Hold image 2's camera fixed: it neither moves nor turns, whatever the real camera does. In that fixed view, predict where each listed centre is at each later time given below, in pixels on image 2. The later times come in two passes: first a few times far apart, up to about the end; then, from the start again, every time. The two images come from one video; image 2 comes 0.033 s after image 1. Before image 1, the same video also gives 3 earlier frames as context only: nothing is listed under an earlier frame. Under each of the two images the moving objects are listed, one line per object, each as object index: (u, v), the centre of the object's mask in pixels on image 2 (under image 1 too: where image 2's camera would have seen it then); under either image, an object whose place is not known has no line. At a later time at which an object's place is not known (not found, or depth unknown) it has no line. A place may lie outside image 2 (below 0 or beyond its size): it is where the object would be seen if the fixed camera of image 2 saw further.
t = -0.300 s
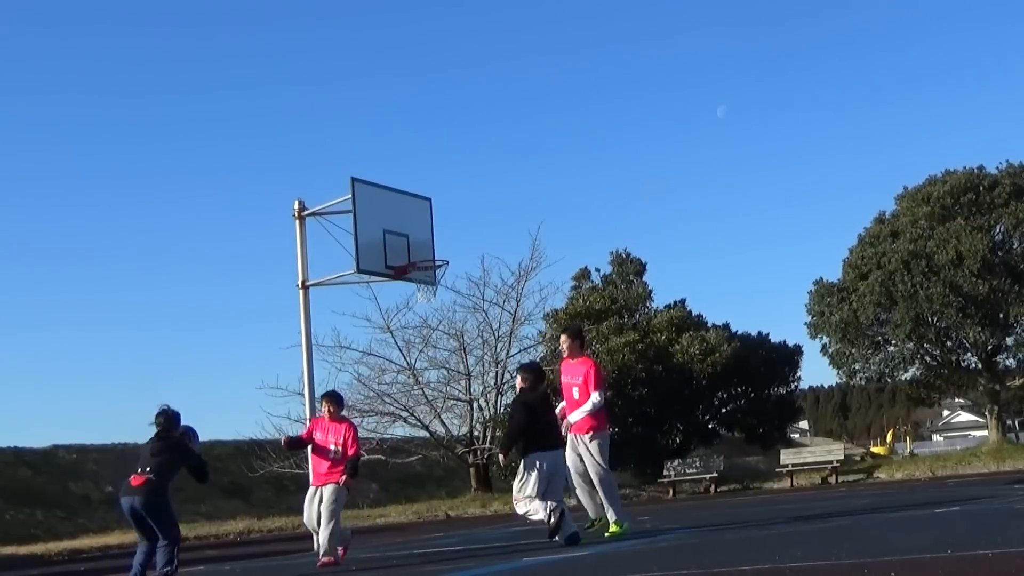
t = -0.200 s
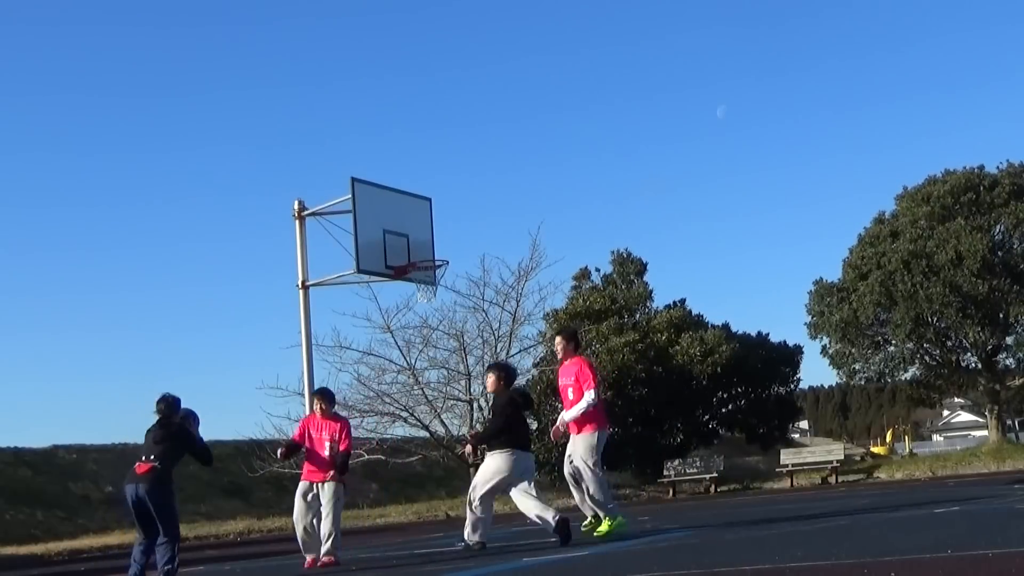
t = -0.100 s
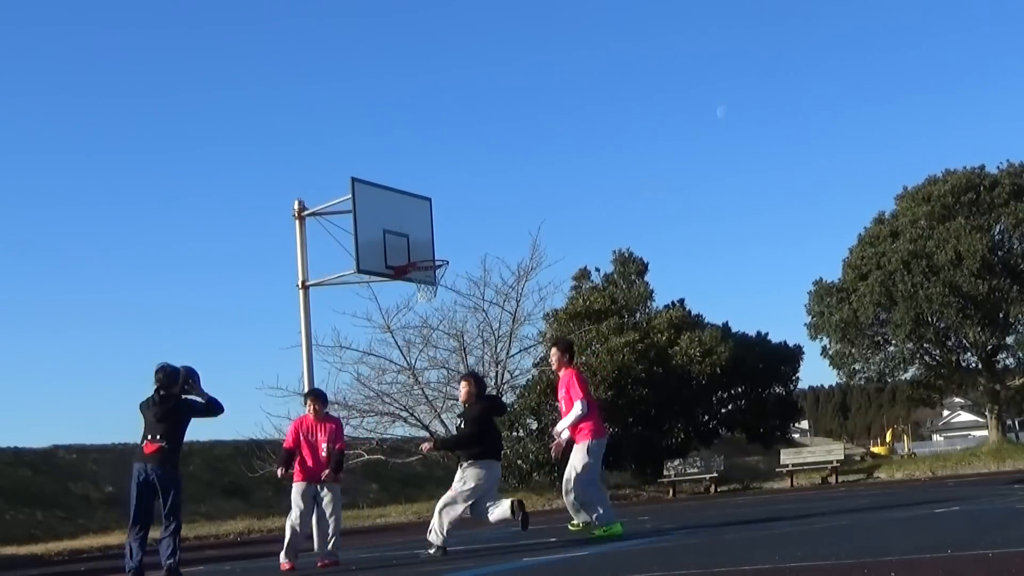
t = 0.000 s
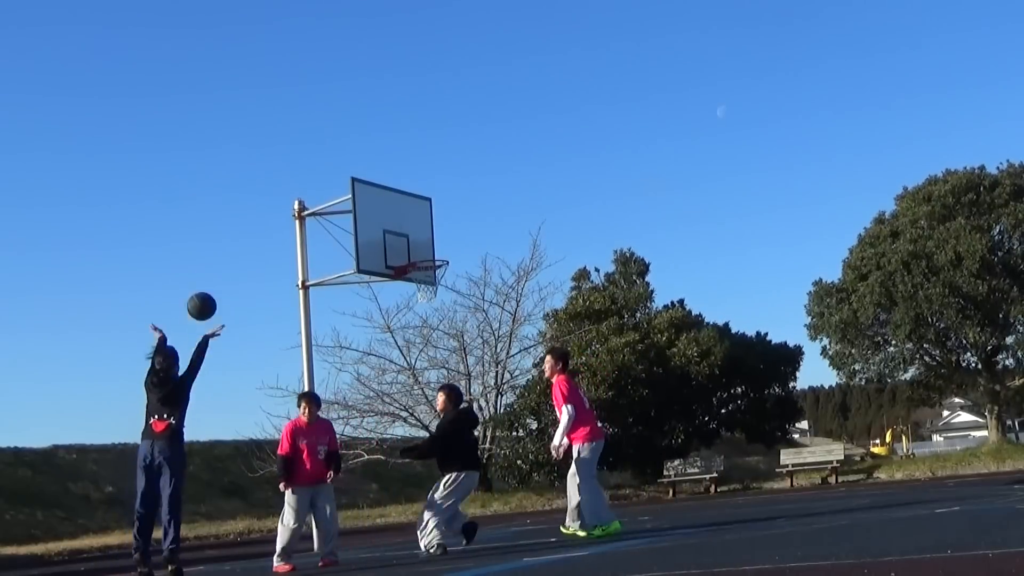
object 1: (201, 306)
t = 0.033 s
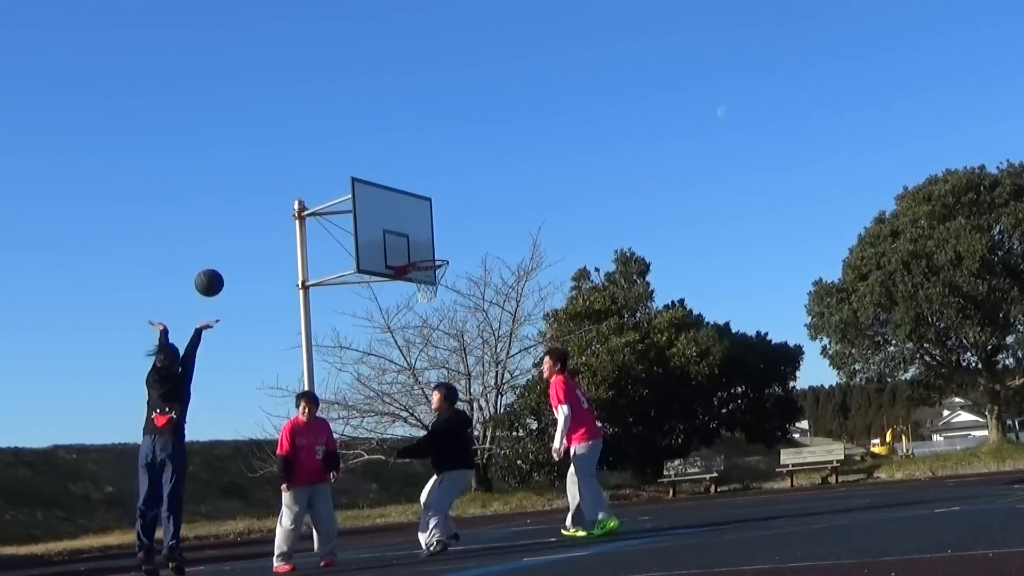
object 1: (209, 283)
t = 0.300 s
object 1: (265, 158)
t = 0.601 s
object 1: (321, 122)
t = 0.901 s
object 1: (372, 172)
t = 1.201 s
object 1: (396, 233)
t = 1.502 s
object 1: (368, 188)
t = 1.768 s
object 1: (367, 217)
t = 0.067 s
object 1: (216, 261)
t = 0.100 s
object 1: (224, 242)
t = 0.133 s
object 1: (231, 224)
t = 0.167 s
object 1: (238, 208)
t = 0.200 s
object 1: (245, 194)
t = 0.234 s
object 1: (251, 180)
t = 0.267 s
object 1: (258, 169)
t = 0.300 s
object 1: (265, 158)
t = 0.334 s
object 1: (271, 149)
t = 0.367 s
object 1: (278, 141)
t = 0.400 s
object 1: (284, 135)
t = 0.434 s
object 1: (290, 130)
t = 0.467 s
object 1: (296, 126)
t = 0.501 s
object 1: (303, 124)
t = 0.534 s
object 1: (309, 122)
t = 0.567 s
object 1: (315, 122)
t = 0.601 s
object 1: (321, 122)
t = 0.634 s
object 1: (327, 124)
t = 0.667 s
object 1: (333, 127)
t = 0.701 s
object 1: (338, 130)
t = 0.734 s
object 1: (344, 135)
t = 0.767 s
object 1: (350, 141)
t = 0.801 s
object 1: (355, 147)
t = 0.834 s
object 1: (361, 155)
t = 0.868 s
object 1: (367, 163)
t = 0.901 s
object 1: (372, 172)
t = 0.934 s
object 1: (378, 181)
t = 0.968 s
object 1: (384, 192)
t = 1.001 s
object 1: (390, 204)
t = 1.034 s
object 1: (395, 216)
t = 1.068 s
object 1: (400, 229)
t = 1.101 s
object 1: (405, 243)
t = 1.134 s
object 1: (410, 255)
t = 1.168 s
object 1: (403, 244)
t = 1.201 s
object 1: (396, 233)
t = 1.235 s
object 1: (390, 223)
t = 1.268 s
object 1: (383, 215)
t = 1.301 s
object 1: (377, 207)
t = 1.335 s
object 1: (372, 201)
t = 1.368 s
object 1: (371, 196)
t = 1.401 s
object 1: (371, 194)
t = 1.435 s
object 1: (370, 190)
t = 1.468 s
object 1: (370, 188)
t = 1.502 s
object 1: (368, 188)
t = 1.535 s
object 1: (368, 188)
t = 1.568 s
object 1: (368, 189)
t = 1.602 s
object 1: (368, 191)
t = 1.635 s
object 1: (368, 194)
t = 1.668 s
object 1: (367, 198)
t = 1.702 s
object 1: (367, 204)
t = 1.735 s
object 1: (367, 209)
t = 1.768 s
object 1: (367, 217)
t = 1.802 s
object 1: (367, 225)
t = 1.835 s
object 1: (366, 235)
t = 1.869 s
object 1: (366, 246)
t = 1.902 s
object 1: (366, 258)
